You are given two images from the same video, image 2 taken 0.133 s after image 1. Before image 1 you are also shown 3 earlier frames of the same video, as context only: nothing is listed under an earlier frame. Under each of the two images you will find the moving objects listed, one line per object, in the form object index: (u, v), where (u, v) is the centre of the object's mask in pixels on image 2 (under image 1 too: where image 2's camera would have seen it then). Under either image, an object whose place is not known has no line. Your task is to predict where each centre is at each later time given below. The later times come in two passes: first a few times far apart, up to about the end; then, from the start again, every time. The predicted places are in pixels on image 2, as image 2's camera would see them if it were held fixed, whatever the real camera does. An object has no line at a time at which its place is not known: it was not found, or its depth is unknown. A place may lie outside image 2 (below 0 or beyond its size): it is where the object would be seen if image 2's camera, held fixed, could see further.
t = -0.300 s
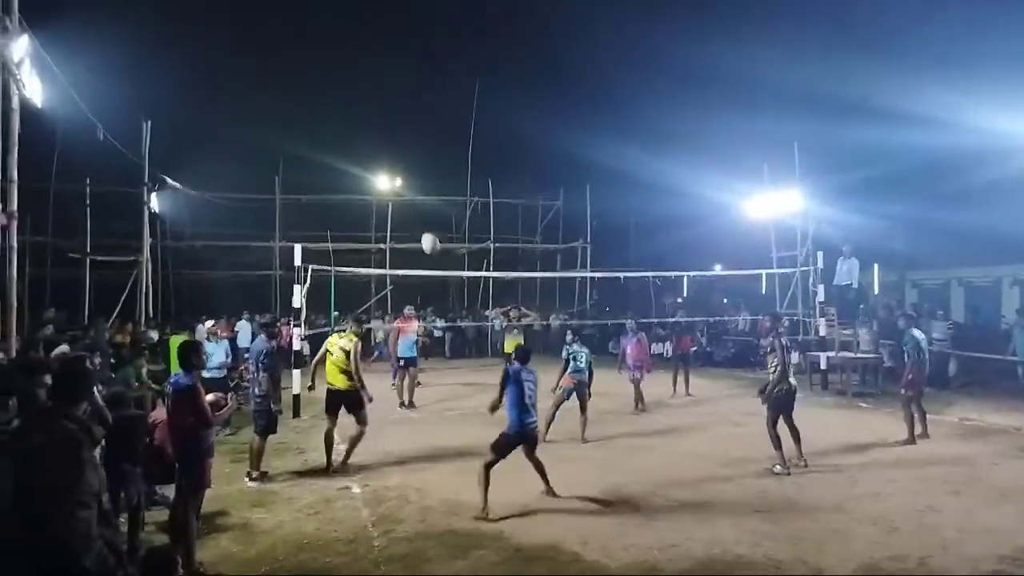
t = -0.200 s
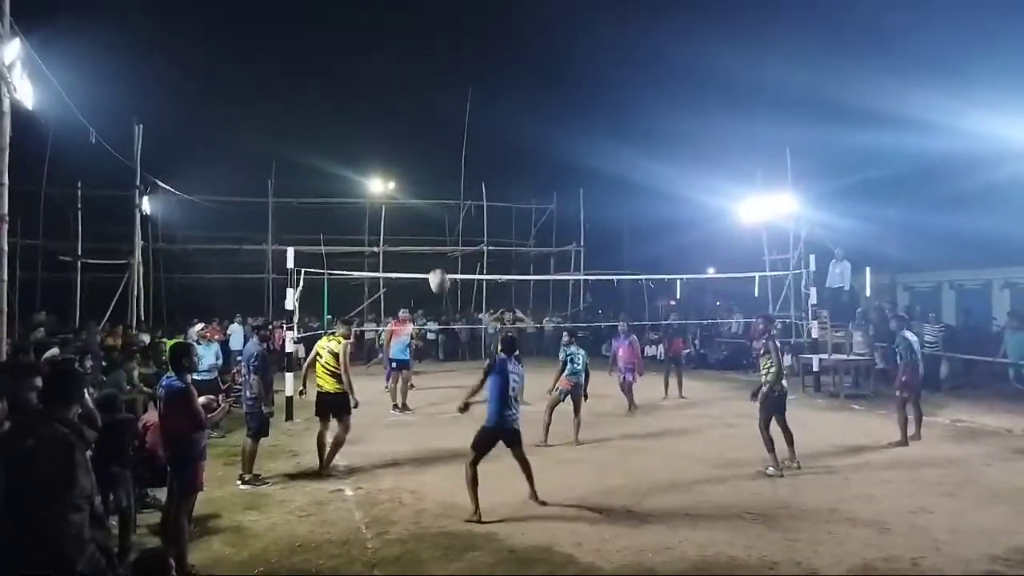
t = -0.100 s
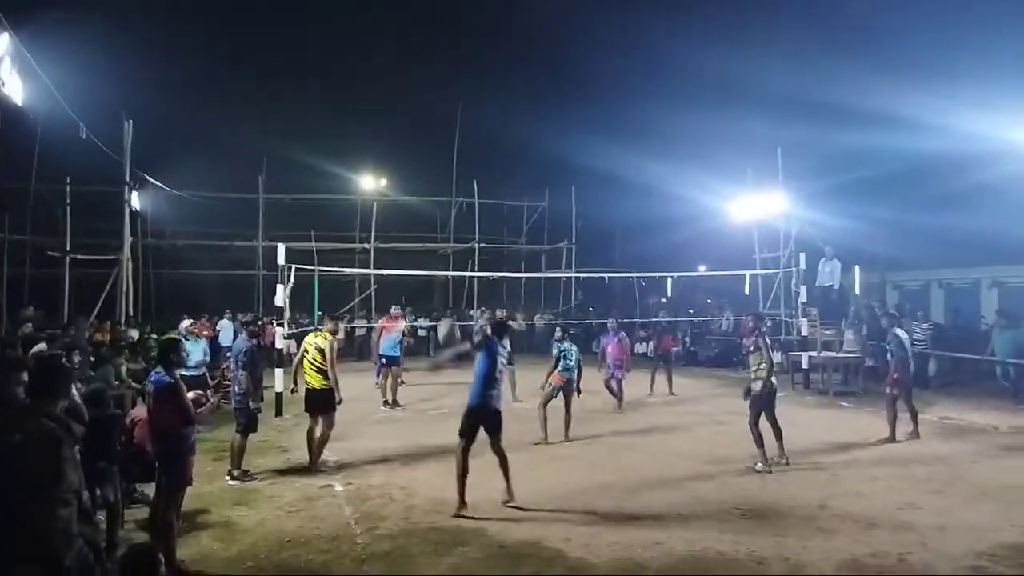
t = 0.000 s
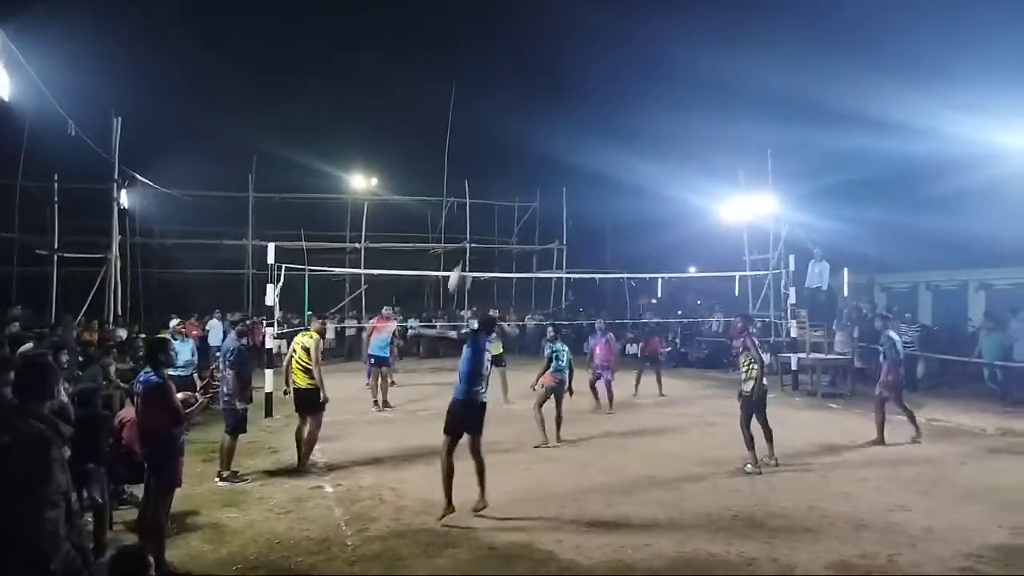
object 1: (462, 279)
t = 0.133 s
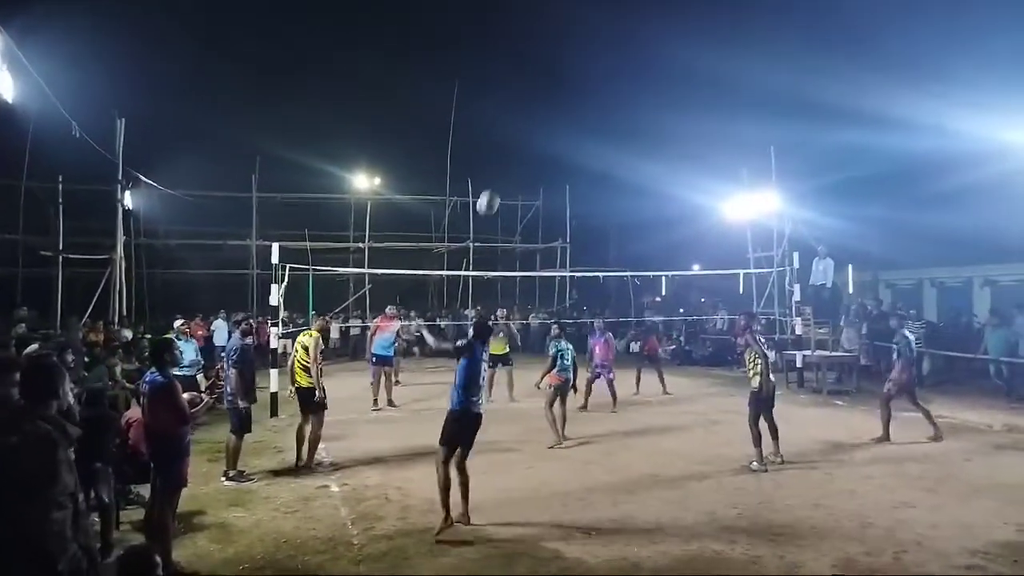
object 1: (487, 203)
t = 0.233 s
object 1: (506, 160)
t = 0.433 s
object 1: (538, 110)
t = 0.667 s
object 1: (569, 98)
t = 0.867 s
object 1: (594, 120)
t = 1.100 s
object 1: (619, 178)
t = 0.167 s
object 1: (493, 186)
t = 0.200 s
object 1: (499, 172)
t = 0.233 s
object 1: (506, 160)
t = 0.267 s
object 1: (511, 148)
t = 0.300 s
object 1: (516, 139)
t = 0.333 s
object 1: (522, 130)
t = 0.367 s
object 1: (527, 122)
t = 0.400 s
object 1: (532, 116)
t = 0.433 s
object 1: (538, 110)
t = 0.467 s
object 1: (543, 105)
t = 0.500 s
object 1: (547, 102)
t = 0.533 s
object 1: (552, 99)
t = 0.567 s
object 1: (556, 97)
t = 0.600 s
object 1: (561, 96)
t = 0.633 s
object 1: (565, 97)
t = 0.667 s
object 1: (569, 98)
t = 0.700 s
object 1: (574, 99)
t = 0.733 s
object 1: (578, 103)
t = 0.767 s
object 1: (583, 106)
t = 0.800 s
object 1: (587, 110)
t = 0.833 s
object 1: (591, 115)
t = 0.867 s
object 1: (594, 120)
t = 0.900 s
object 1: (598, 127)
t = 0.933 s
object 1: (602, 134)
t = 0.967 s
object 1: (605, 141)
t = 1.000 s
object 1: (609, 150)
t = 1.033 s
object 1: (612, 158)
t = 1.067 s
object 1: (615, 168)
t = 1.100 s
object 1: (619, 178)
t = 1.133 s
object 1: (622, 188)
